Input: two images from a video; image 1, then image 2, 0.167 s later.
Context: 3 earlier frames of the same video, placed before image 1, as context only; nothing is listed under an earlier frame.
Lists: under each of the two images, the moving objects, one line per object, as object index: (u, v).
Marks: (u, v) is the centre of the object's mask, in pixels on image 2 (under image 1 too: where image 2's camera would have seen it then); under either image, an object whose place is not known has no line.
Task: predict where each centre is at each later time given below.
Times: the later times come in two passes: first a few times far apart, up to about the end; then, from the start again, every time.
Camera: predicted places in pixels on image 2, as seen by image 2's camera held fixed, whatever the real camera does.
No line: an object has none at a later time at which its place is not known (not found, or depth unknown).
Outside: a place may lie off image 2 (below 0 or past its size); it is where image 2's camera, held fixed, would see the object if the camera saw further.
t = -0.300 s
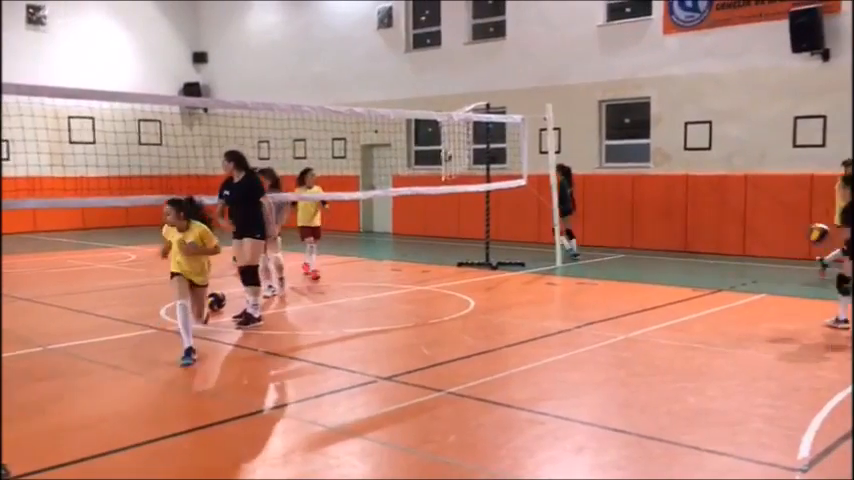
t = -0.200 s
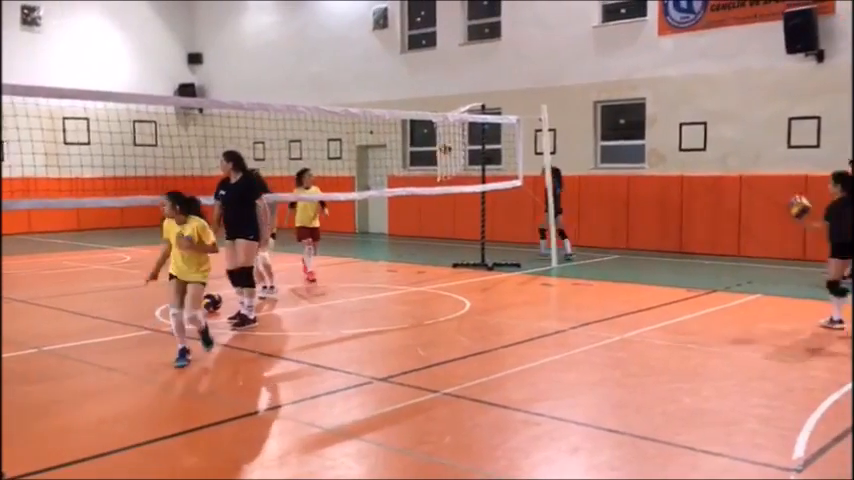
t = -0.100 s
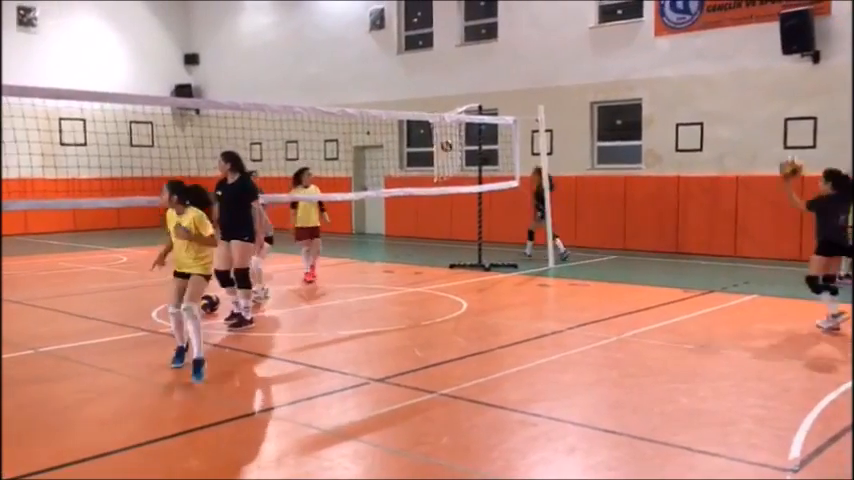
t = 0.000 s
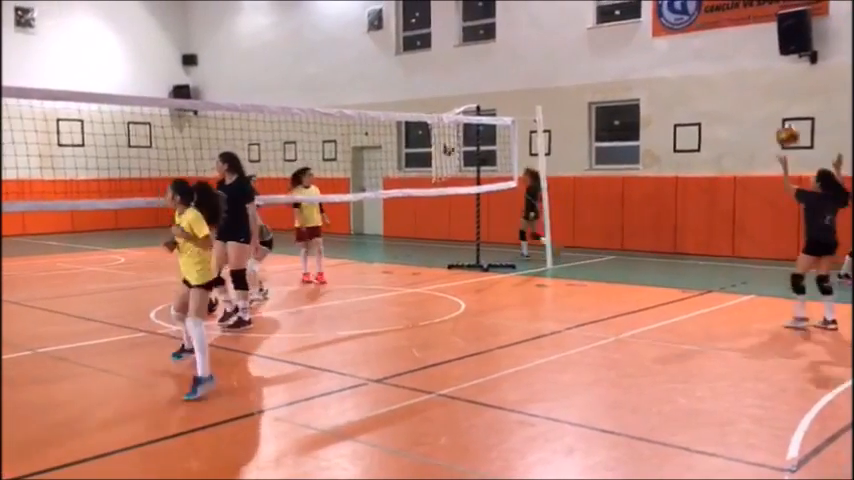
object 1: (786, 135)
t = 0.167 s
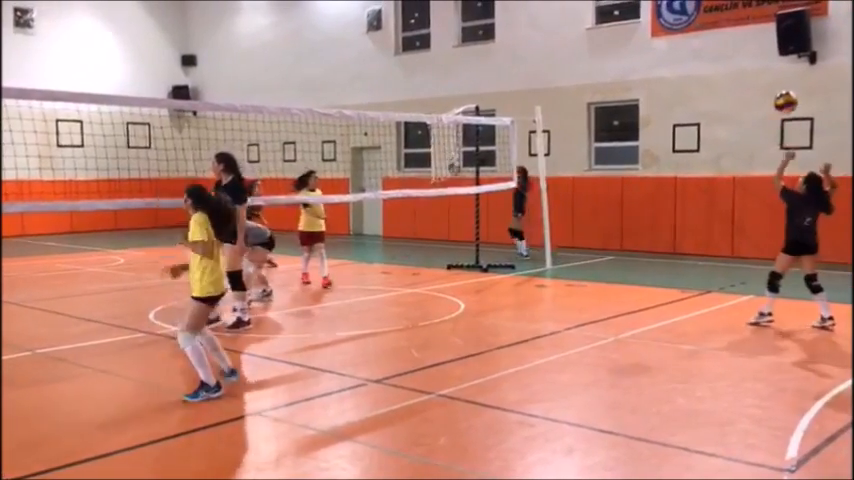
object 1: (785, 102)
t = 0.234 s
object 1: (785, 97)
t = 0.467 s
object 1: (782, 114)
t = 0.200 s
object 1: (785, 99)
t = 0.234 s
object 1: (785, 97)
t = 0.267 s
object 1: (784, 96)
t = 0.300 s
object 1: (784, 96)
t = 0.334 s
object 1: (784, 97)
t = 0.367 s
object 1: (783, 99)
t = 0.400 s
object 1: (783, 103)
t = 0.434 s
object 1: (782, 107)
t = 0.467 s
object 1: (782, 114)
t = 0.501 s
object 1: (781, 120)
